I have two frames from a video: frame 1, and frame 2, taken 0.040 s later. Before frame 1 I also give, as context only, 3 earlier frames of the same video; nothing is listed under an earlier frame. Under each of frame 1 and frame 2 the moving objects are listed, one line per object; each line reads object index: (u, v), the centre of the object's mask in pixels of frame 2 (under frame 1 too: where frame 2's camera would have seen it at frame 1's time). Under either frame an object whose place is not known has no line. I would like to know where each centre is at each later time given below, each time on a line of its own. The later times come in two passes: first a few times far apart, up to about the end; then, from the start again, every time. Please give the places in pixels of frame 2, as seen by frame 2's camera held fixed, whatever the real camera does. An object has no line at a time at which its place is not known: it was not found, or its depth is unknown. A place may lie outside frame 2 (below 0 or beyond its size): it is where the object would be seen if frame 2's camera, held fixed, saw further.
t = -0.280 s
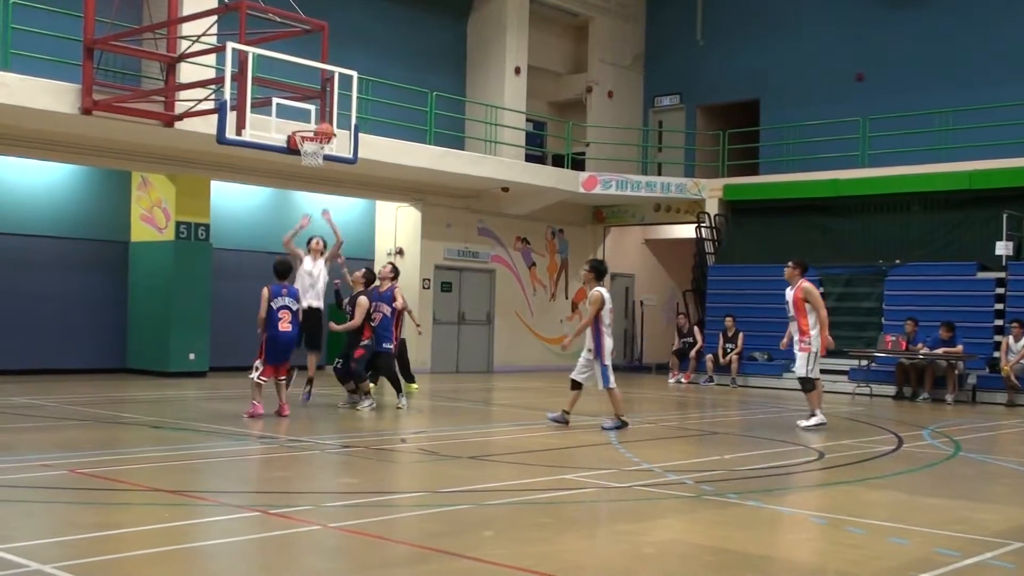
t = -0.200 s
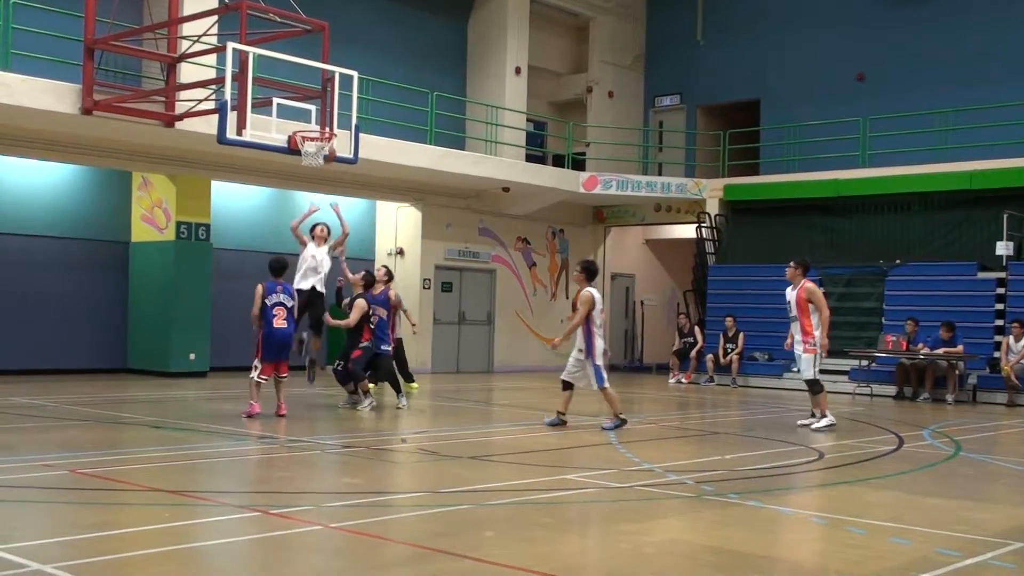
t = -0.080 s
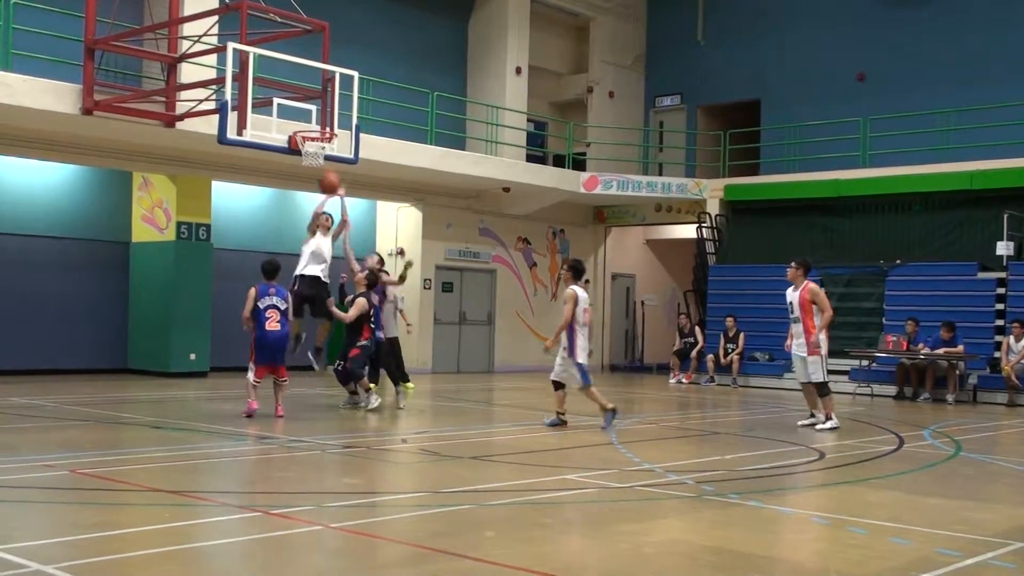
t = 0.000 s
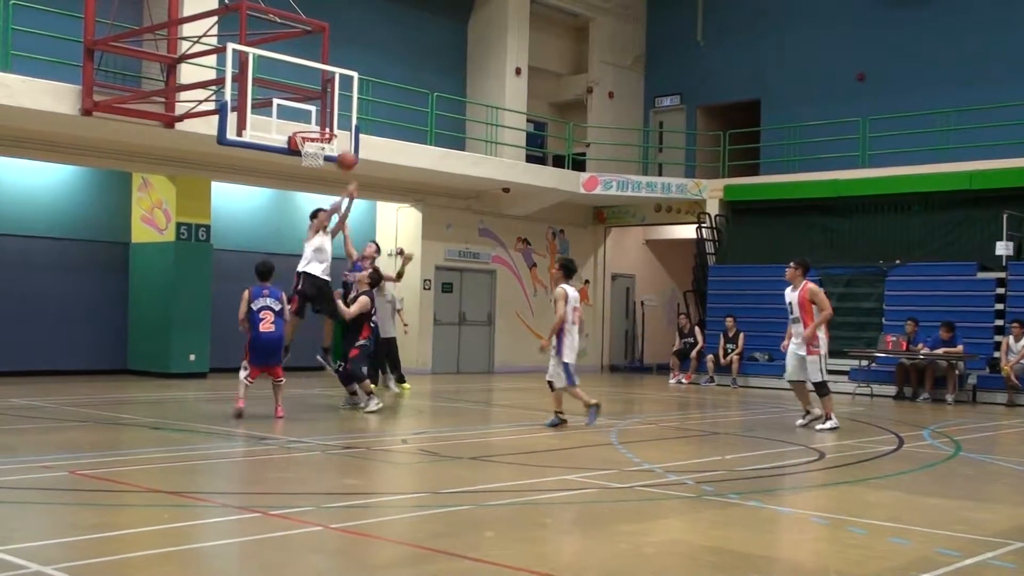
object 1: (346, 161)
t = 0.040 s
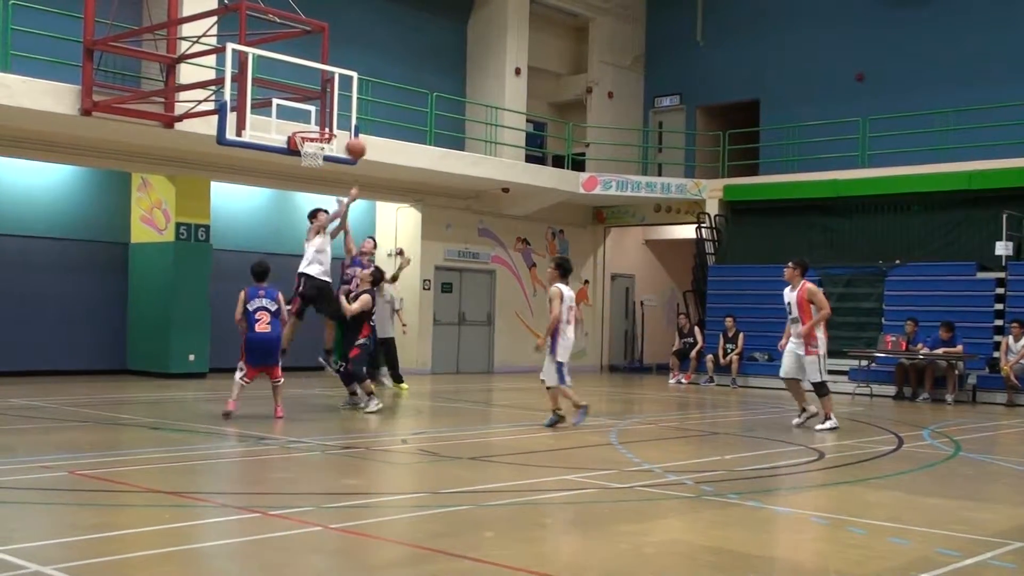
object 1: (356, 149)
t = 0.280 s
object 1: (416, 104)
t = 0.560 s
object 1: (487, 114)
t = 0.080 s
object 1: (366, 137)
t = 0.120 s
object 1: (377, 128)
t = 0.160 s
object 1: (386, 121)
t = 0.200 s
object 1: (396, 114)
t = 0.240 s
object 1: (405, 109)
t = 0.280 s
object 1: (416, 104)
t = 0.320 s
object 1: (426, 102)
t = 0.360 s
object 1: (436, 100)
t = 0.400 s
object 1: (446, 100)
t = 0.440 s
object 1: (456, 101)
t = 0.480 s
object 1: (466, 104)
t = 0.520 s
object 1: (477, 108)
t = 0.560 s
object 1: (487, 114)
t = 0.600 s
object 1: (498, 121)
